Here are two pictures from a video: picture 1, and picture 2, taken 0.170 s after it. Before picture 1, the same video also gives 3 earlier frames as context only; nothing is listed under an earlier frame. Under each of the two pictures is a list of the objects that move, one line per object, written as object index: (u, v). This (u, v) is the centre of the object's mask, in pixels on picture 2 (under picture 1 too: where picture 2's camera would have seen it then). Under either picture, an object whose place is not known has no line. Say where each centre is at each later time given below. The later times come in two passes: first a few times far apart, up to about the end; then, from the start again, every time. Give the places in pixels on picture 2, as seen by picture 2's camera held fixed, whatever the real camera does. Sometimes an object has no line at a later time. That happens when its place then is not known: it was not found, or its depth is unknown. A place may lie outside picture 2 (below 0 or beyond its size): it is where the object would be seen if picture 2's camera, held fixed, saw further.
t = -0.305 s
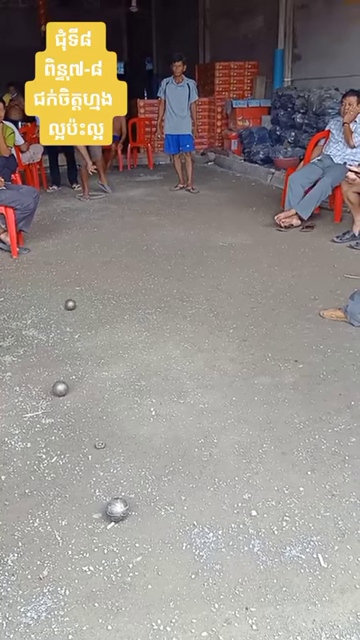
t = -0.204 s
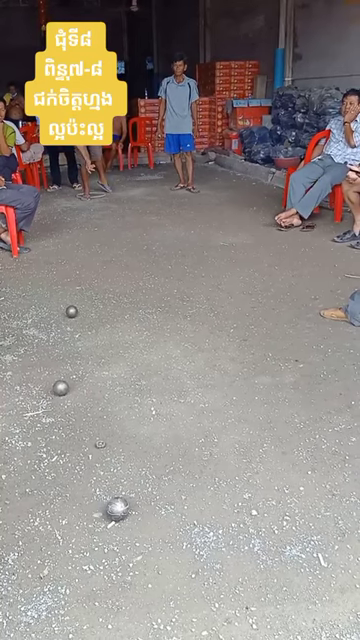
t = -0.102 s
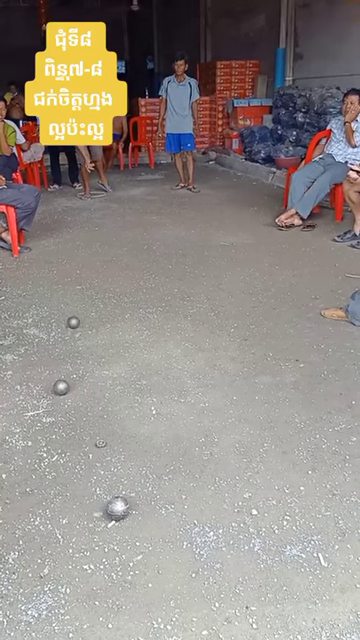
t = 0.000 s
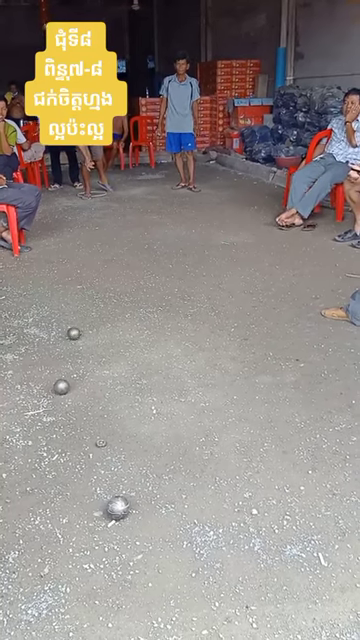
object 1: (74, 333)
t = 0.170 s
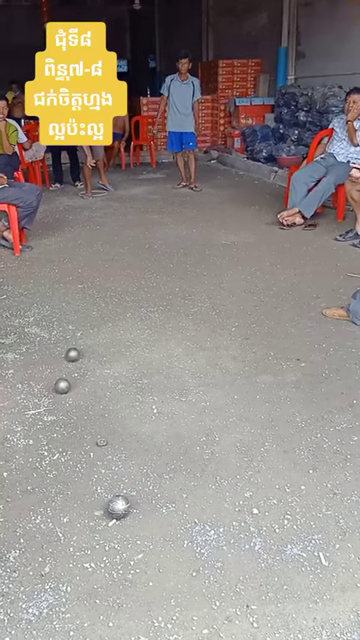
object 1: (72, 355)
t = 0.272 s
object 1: (70, 369)
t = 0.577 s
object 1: (74, 389)
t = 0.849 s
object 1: (76, 403)
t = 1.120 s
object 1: (81, 415)
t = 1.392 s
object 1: (79, 422)
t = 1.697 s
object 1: (82, 429)
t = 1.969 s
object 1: (76, 431)
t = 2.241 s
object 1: (73, 432)
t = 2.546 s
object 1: (73, 433)
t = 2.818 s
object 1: (73, 433)
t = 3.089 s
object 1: (74, 432)
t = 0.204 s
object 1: (72, 359)
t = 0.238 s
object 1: (71, 364)
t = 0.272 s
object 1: (70, 369)
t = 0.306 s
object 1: (70, 372)
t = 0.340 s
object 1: (69, 376)
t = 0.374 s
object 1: (70, 379)
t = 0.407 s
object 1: (71, 380)
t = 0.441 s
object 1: (72, 382)
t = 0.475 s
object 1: (73, 384)
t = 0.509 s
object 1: (73, 385)
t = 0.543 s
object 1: (73, 387)
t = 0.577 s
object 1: (74, 389)
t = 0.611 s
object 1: (74, 391)
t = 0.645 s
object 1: (74, 393)
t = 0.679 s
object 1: (75, 395)
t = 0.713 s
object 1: (75, 396)
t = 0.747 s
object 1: (75, 397)
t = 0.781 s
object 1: (76, 400)
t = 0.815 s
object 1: (76, 401)
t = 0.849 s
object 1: (76, 403)
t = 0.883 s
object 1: (77, 405)
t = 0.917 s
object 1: (78, 406)
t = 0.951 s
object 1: (78, 408)
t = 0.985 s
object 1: (79, 409)
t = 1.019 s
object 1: (79, 410)
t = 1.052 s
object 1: (80, 412)
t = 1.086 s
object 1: (80, 413)
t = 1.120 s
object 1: (81, 415)
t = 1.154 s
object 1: (80, 416)
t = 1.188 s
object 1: (80, 417)
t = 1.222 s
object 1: (79, 419)
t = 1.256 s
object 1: (79, 419)
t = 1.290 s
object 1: (79, 421)
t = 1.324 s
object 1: (79, 421)
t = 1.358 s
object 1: (79, 422)
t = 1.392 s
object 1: (79, 422)
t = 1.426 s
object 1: (79, 422)
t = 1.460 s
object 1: (79, 423)
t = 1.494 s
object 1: (80, 424)
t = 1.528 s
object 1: (80, 425)
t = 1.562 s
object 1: (81, 426)
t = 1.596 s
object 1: (81, 427)
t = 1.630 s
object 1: (81, 428)
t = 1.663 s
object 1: (82, 428)
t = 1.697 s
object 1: (82, 429)
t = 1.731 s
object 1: (82, 429)
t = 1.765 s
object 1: (81, 430)
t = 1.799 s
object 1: (81, 430)
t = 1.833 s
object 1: (80, 430)
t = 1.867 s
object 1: (79, 430)
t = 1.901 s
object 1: (78, 431)
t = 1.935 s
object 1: (78, 431)
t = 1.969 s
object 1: (76, 431)
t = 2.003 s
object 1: (76, 431)
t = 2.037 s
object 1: (75, 431)
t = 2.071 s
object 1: (75, 431)
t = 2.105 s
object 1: (74, 431)
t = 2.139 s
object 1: (73, 432)
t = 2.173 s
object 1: (73, 432)
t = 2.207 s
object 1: (73, 432)
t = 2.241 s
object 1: (73, 432)
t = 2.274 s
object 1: (73, 432)
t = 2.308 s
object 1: (73, 432)
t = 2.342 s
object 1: (73, 432)
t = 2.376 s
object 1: (73, 433)
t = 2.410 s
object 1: (73, 433)
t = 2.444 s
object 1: (73, 433)
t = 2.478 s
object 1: (73, 433)
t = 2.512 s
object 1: (73, 433)
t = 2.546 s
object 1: (73, 433)
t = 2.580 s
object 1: (73, 433)
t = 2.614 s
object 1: (73, 433)
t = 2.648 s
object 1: (73, 433)
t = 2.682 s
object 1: (73, 433)
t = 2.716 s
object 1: (73, 433)
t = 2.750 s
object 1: (73, 433)
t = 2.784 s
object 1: (73, 433)
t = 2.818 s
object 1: (73, 433)
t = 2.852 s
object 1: (73, 433)
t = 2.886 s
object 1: (73, 433)
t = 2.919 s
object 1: (73, 433)
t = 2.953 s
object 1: (74, 432)
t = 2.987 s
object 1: (74, 432)
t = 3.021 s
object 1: (74, 432)
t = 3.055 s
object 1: (74, 432)
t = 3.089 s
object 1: (74, 432)
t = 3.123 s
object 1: (74, 432)
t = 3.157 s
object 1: (75, 432)
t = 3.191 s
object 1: (75, 431)
